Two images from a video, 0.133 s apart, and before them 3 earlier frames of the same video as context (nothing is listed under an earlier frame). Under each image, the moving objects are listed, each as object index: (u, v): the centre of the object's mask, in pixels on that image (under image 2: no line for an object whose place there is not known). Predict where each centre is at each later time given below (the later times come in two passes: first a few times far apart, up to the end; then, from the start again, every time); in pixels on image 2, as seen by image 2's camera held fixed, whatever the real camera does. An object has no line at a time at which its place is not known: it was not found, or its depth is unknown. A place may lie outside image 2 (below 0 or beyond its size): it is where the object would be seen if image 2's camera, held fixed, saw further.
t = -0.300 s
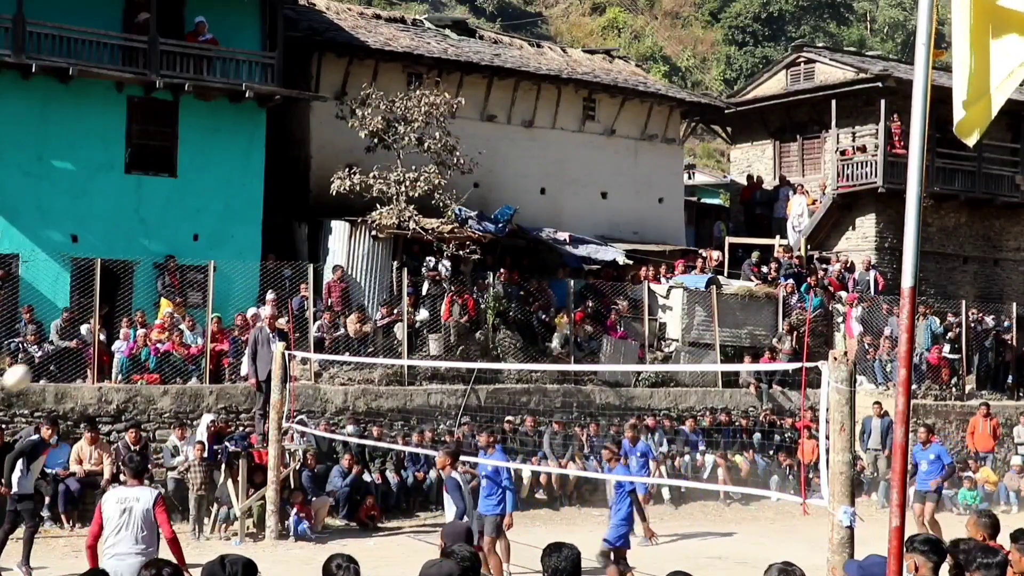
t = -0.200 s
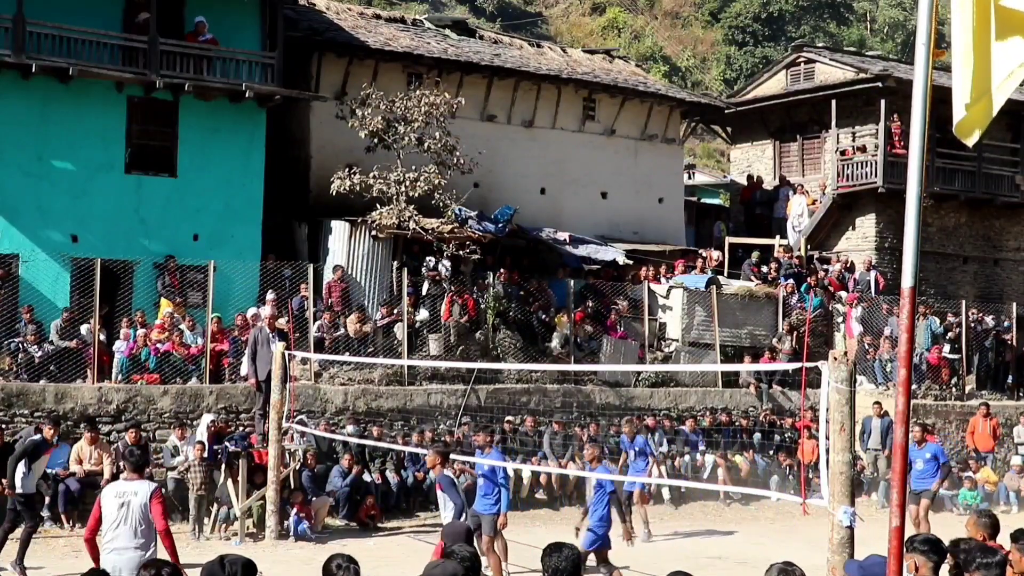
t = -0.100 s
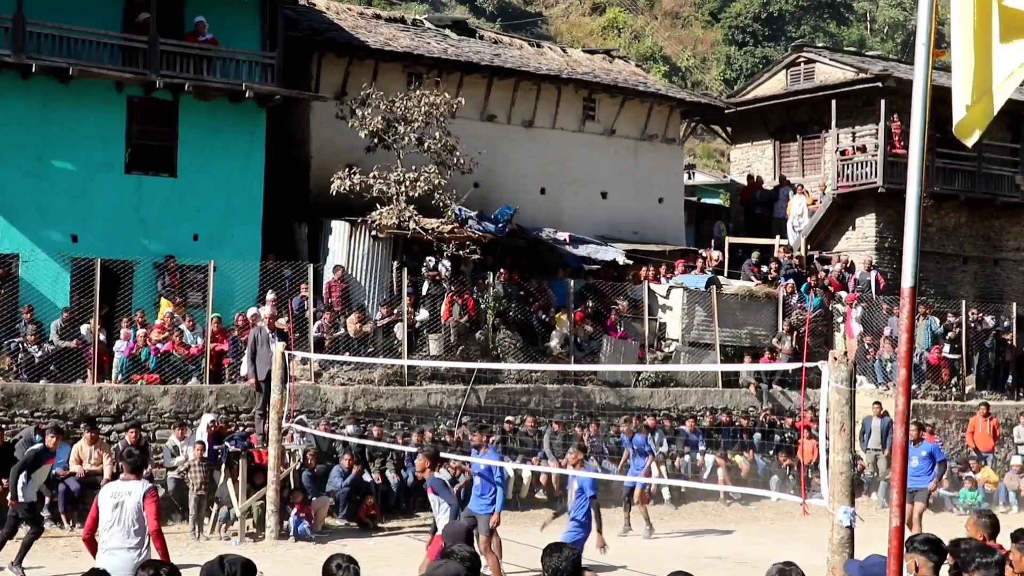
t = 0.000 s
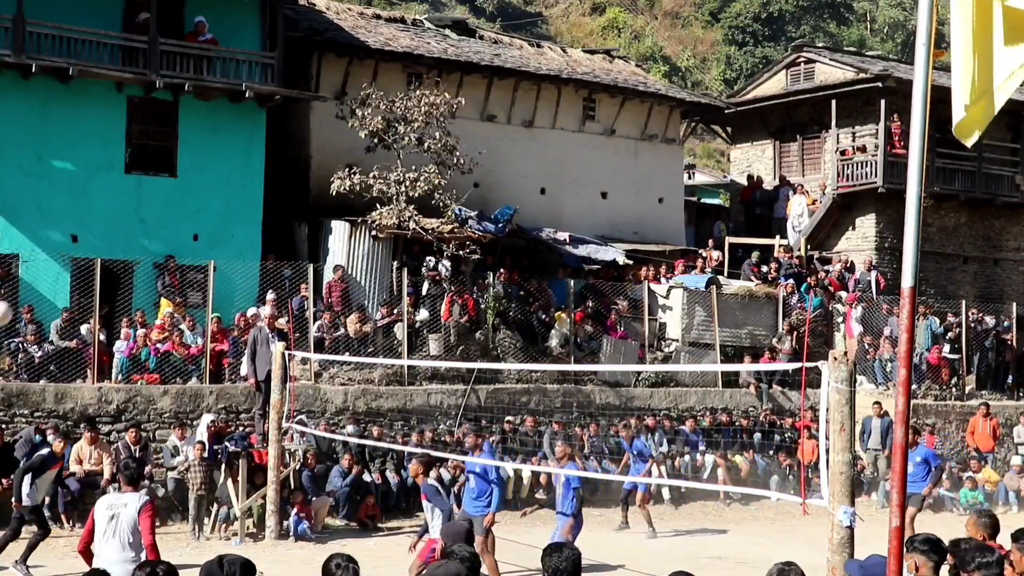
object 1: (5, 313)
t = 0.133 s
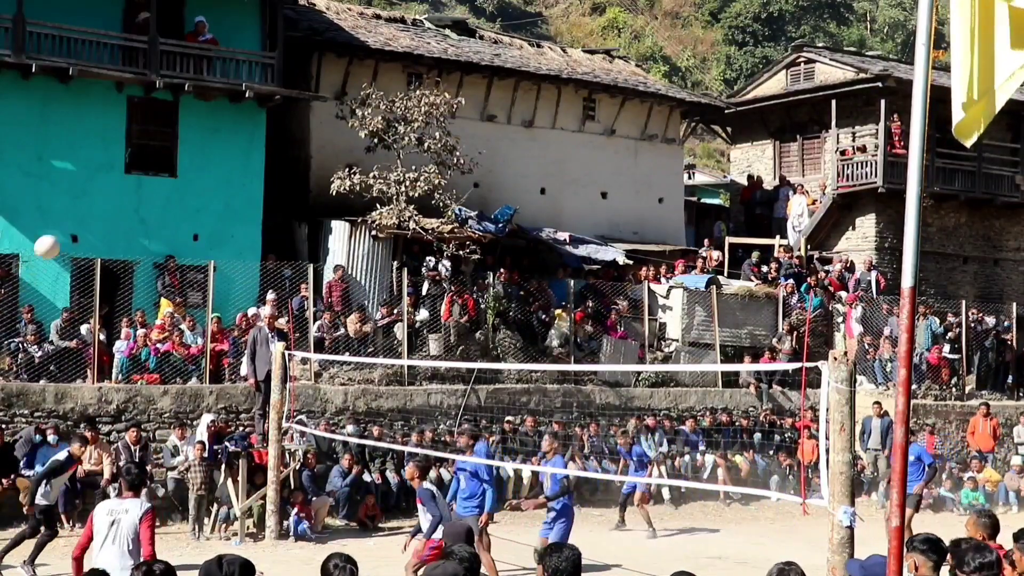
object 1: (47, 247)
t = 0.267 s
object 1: (93, 202)
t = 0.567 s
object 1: (192, 172)
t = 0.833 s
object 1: (273, 224)
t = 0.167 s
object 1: (58, 234)
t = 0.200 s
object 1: (70, 222)
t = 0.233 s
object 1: (82, 211)
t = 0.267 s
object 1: (93, 202)
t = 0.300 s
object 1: (105, 194)
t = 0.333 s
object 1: (116, 187)
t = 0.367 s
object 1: (127, 181)
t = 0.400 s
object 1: (138, 176)
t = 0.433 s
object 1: (149, 173)
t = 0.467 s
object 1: (160, 171)
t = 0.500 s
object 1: (171, 170)
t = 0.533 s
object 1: (181, 170)
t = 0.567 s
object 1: (192, 172)
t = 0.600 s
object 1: (202, 174)
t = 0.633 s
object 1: (212, 178)
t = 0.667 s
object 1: (222, 182)
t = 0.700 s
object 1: (233, 189)
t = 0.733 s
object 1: (243, 196)
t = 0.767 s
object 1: (253, 204)
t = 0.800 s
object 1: (263, 213)
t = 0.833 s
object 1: (273, 224)
